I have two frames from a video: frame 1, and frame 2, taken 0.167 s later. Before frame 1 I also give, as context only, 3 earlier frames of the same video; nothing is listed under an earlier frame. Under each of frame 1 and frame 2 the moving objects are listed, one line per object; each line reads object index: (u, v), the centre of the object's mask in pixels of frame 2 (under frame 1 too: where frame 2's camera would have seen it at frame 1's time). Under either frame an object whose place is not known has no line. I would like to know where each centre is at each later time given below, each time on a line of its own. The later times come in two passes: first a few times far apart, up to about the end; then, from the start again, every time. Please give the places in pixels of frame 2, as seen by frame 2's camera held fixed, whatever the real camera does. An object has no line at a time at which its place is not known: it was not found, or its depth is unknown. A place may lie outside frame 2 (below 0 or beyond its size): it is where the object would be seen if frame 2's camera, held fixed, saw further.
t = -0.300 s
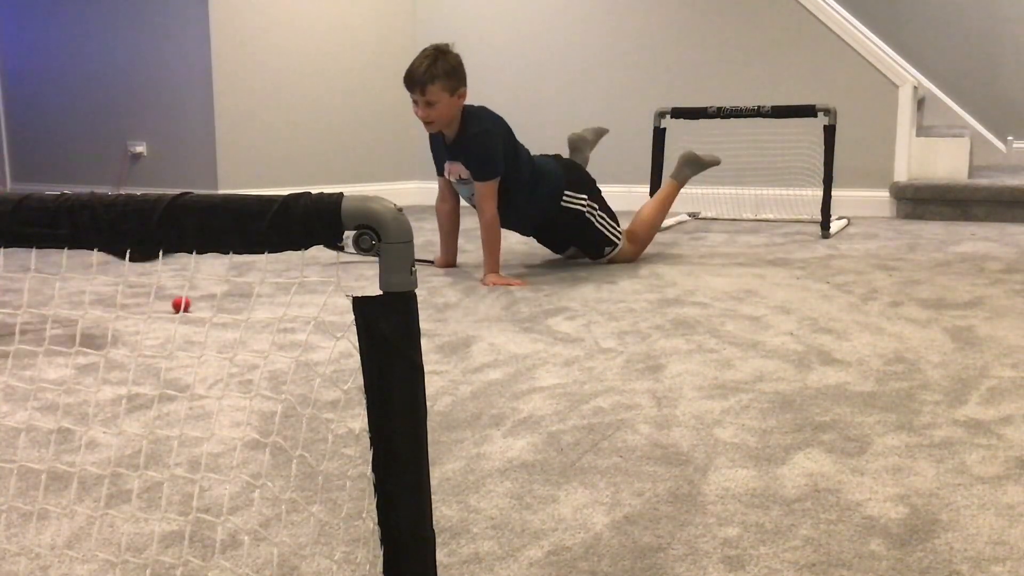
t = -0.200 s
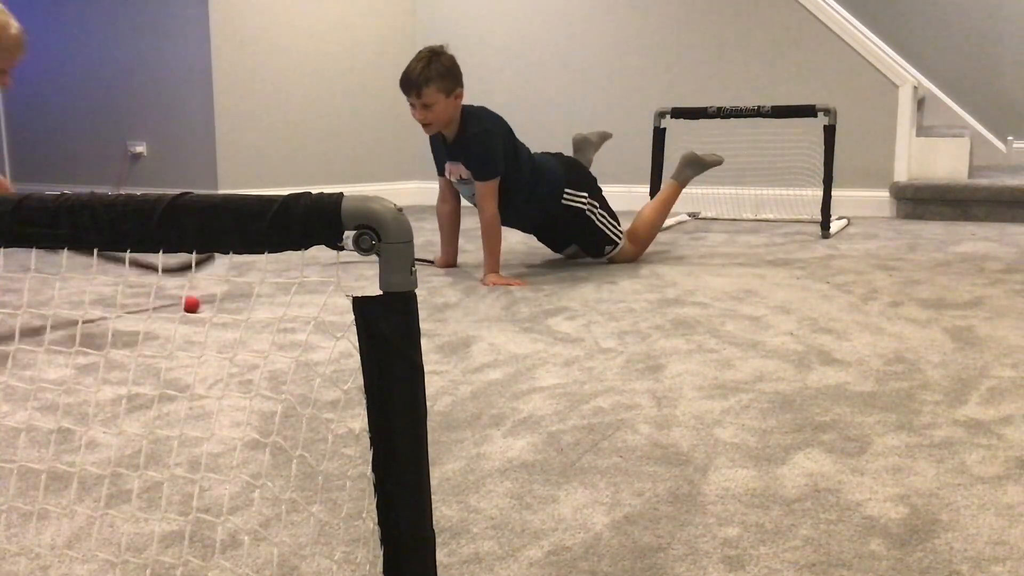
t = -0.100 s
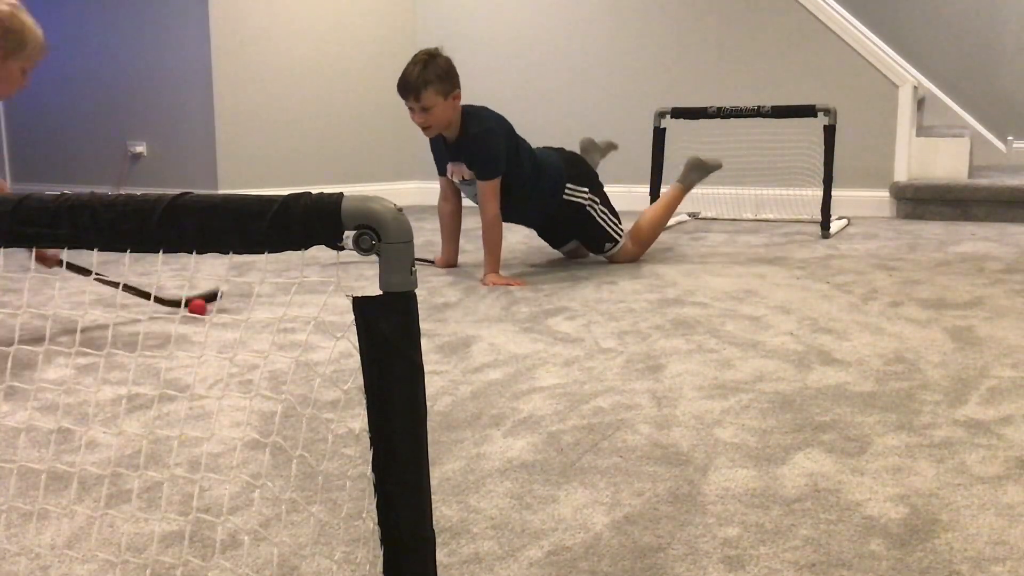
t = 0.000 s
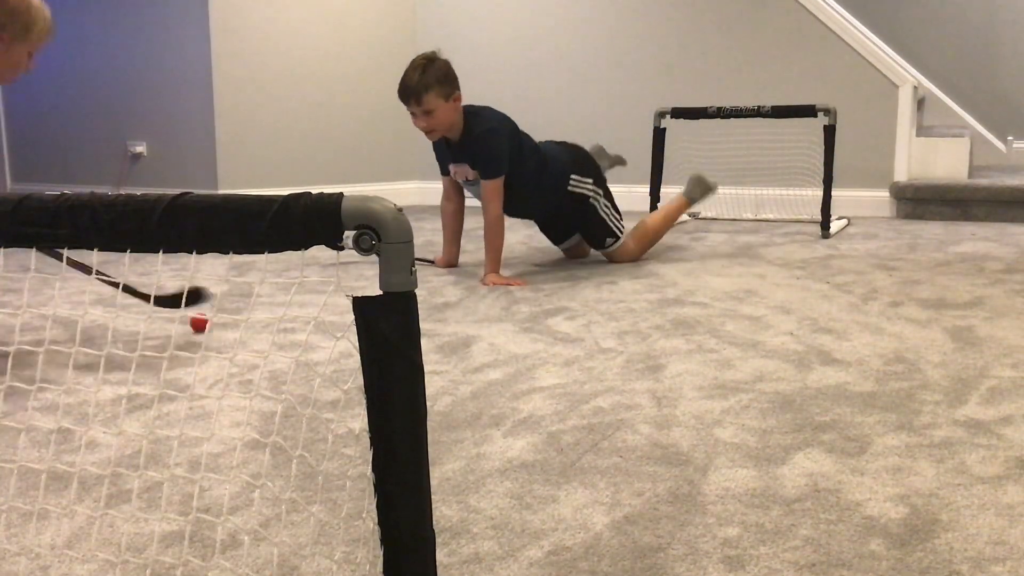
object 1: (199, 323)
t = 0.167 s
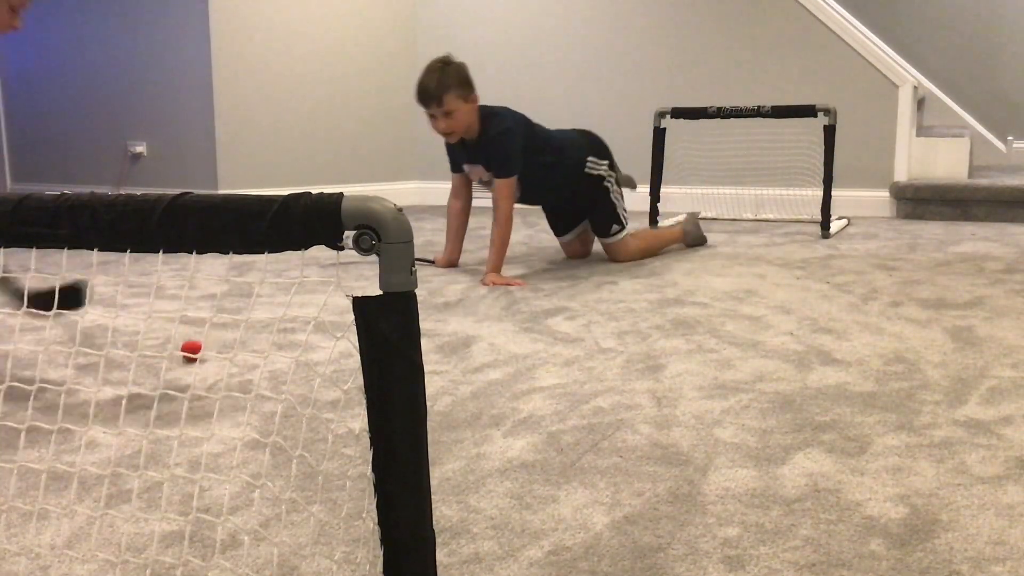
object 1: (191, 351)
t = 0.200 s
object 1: (188, 357)
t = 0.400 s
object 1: (174, 398)
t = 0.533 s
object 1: (163, 429)
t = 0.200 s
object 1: (188, 357)
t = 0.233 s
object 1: (186, 365)
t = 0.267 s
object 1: (184, 370)
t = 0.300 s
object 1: (182, 376)
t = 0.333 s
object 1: (180, 381)
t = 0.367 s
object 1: (177, 389)
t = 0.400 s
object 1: (174, 398)
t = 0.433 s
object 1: (171, 406)
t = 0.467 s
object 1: (168, 414)
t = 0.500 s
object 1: (166, 420)
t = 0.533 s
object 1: (163, 429)
